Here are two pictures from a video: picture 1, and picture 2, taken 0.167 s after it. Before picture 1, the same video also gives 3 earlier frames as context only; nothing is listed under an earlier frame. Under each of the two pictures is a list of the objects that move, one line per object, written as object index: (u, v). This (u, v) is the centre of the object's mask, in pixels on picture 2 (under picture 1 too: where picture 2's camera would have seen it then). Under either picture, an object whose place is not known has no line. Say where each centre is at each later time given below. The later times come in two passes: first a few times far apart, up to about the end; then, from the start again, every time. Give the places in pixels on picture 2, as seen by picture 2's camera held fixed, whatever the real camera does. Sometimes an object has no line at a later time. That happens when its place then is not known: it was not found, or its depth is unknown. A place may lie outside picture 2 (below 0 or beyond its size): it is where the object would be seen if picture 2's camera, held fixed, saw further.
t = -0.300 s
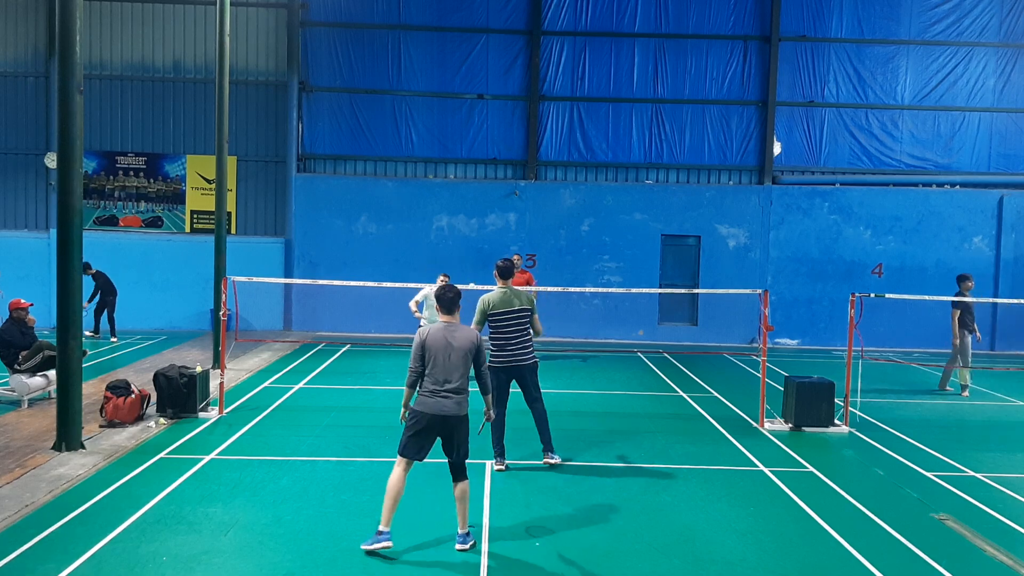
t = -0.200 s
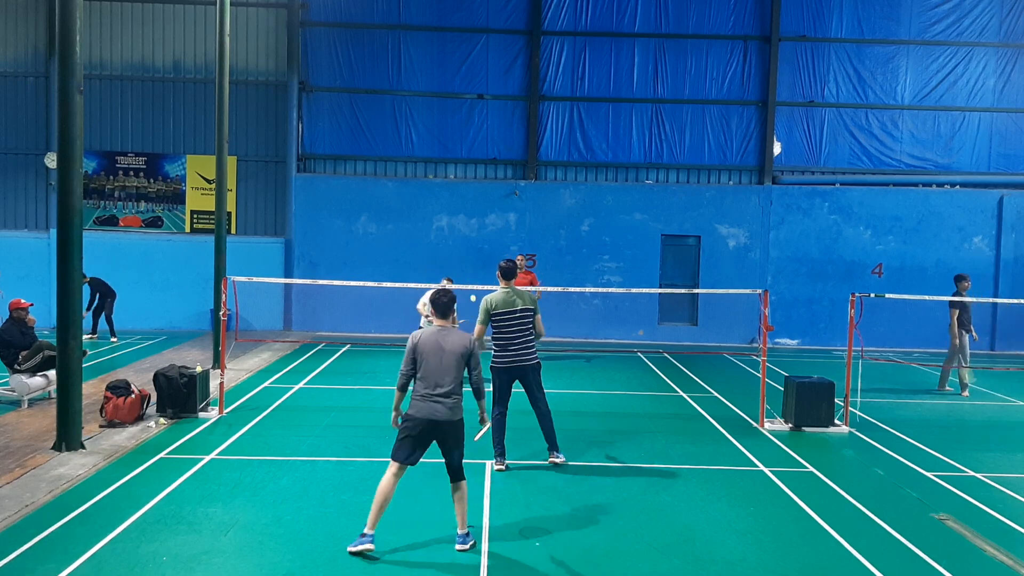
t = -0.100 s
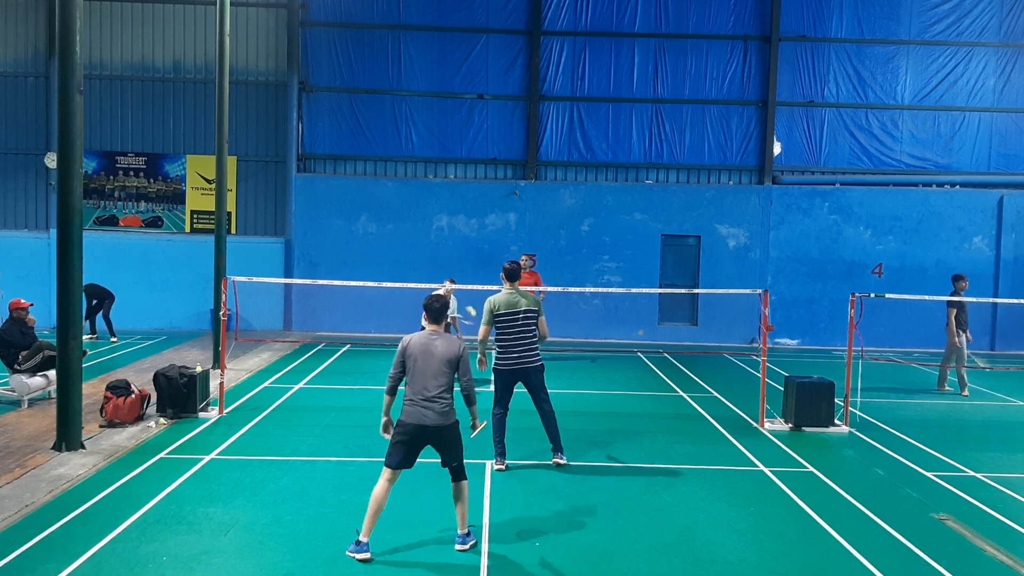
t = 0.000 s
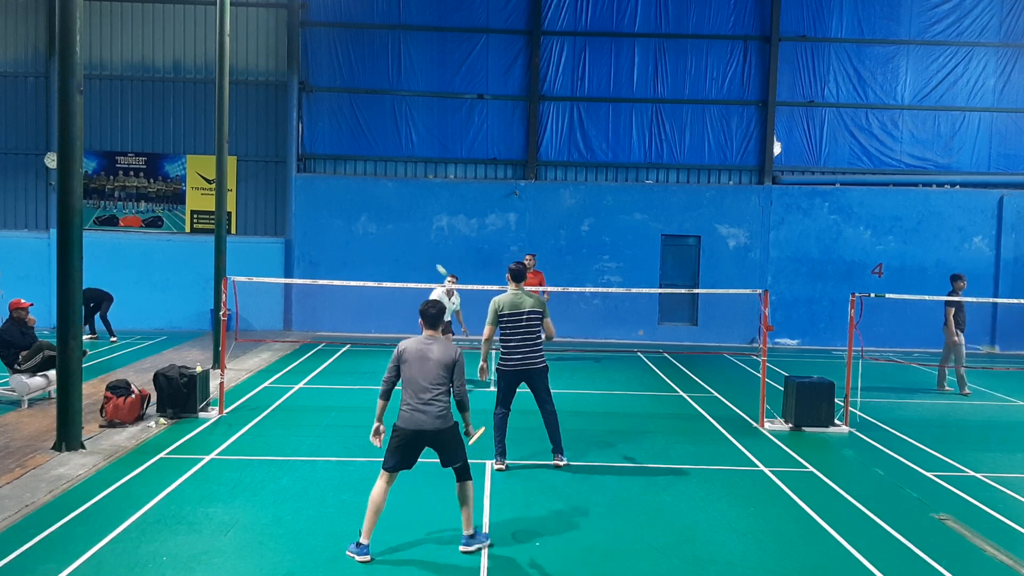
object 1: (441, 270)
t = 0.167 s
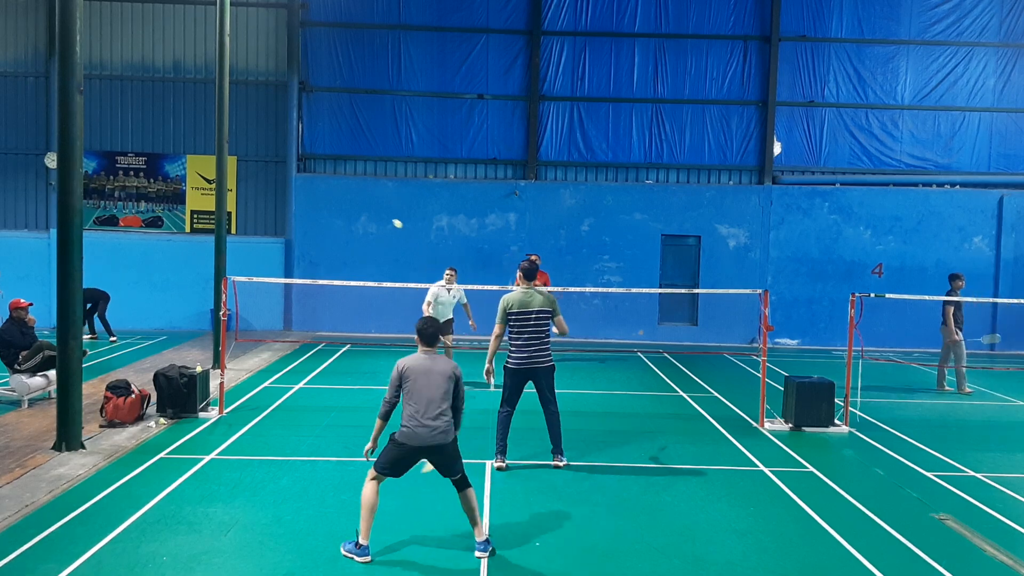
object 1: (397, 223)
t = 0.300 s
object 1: (364, 207)
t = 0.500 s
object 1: (317, 220)
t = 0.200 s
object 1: (389, 217)
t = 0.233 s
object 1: (381, 213)
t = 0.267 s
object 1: (373, 210)
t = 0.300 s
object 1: (364, 207)
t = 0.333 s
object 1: (357, 206)
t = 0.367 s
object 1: (349, 206)
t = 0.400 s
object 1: (341, 208)
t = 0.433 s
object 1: (333, 211)
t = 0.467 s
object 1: (325, 215)
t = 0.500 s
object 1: (317, 220)
